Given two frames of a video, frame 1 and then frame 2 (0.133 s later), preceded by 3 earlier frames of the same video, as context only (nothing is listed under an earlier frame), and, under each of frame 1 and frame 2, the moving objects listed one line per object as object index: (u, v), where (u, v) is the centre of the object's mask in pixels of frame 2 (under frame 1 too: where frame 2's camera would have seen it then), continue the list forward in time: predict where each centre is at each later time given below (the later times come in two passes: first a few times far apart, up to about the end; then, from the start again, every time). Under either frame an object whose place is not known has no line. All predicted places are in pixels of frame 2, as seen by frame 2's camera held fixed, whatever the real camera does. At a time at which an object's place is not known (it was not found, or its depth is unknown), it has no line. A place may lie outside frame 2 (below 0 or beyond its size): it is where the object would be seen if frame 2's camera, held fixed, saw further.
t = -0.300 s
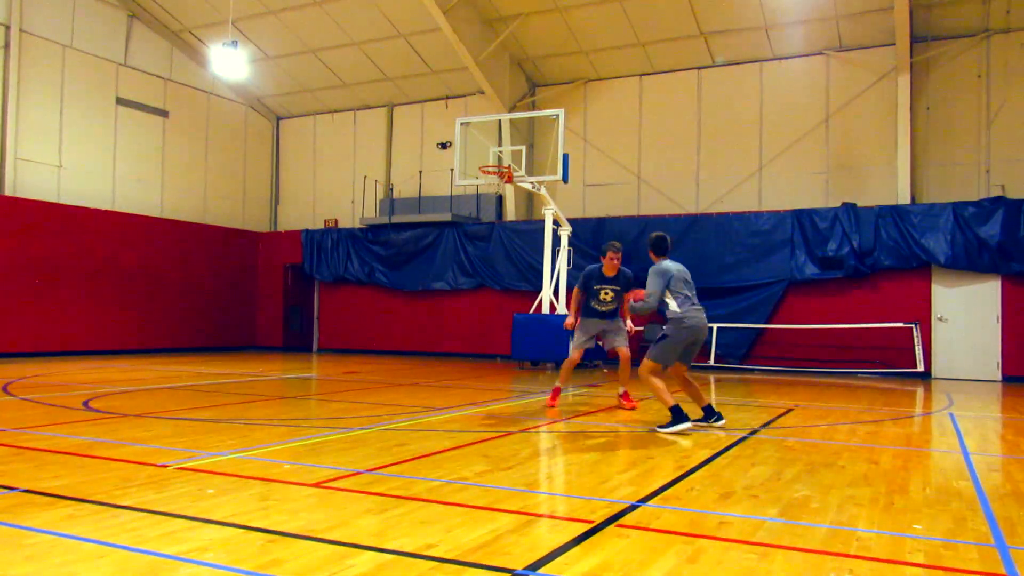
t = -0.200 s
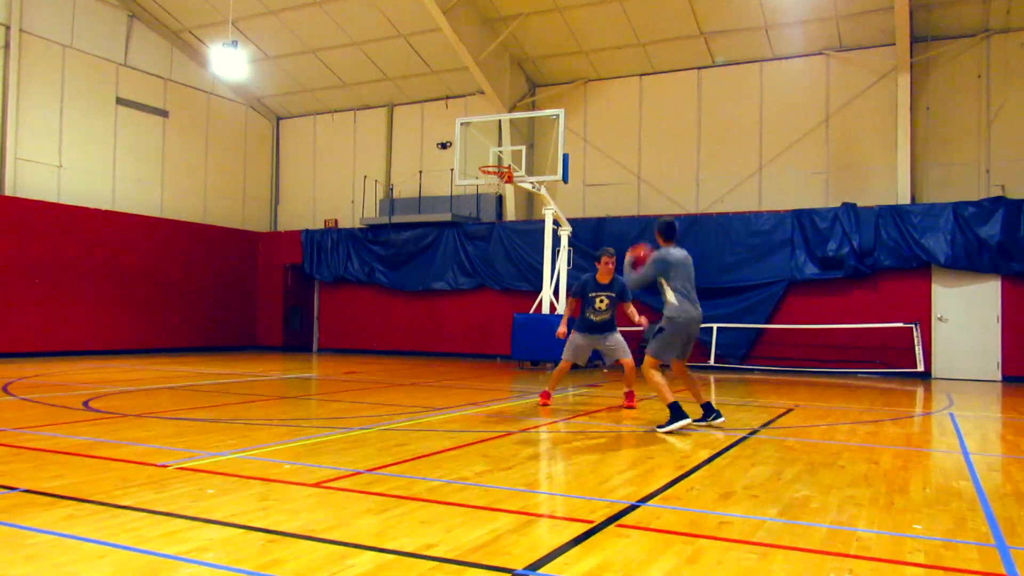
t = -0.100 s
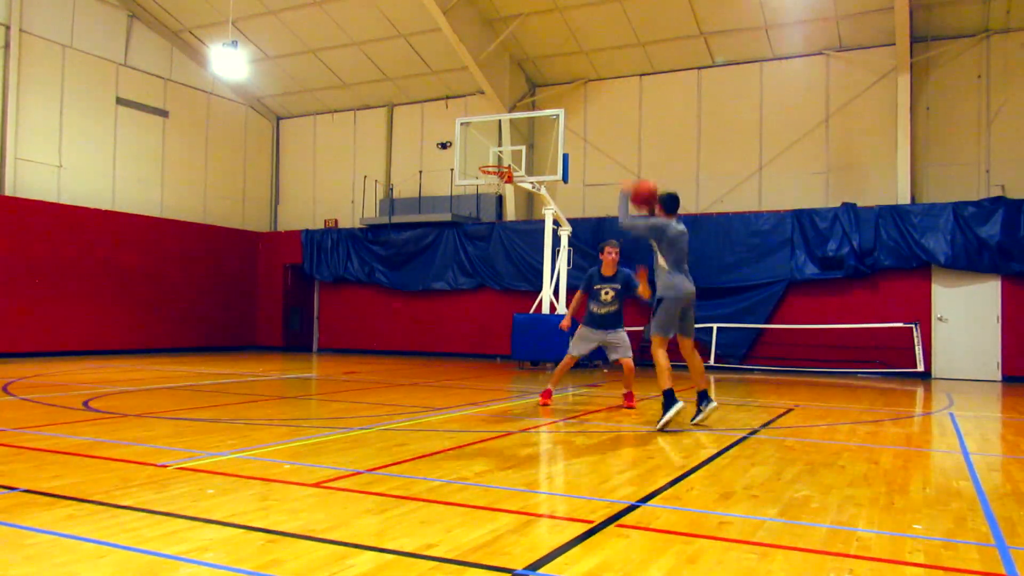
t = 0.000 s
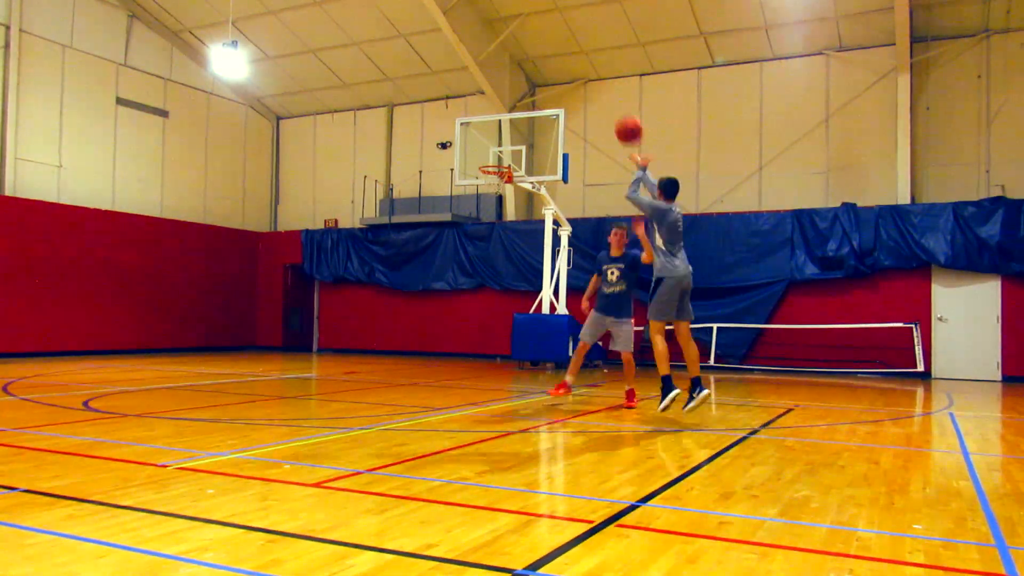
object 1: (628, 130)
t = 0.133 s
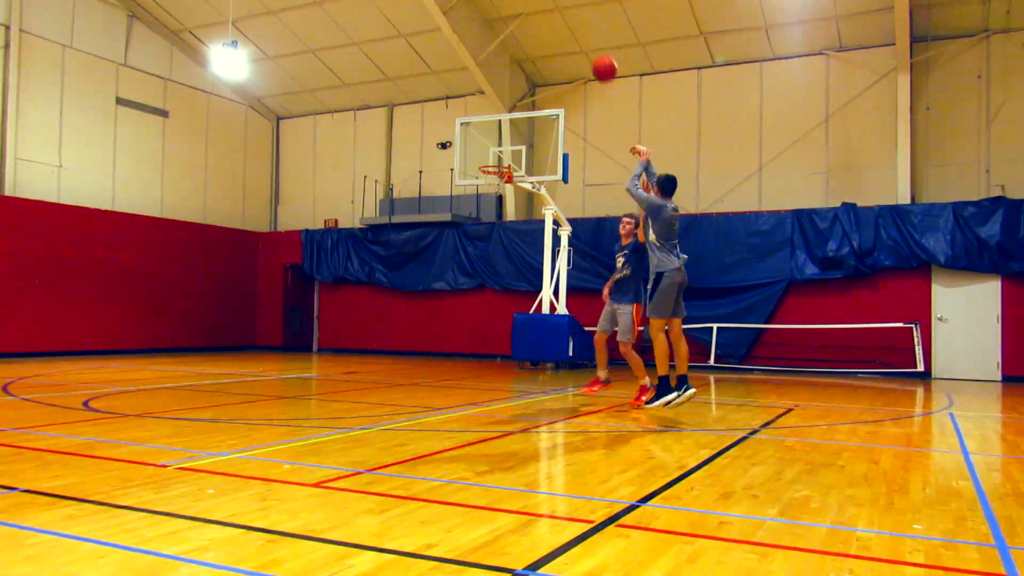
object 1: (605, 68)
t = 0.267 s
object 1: (584, 34)
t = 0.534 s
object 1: (550, 20)
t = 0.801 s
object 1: (522, 62)
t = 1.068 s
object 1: (498, 142)
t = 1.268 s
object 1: (492, 184)
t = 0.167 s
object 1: (599, 58)
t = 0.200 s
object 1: (593, 48)
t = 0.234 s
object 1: (588, 40)
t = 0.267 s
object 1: (584, 34)
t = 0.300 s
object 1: (579, 28)
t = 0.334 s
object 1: (574, 24)
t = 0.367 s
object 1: (570, 21)
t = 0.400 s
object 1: (565, 19)
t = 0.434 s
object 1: (561, 18)
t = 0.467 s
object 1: (557, 18)
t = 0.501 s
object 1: (553, 19)
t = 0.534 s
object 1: (550, 20)
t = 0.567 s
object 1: (546, 23)
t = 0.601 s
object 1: (542, 27)
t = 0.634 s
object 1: (538, 31)
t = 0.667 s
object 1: (535, 35)
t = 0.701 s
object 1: (531, 41)
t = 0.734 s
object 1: (529, 47)
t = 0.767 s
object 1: (525, 54)
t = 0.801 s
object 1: (522, 62)
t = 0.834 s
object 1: (519, 69)
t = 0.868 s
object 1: (516, 78)
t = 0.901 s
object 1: (512, 87)
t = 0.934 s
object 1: (510, 98)
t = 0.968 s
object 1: (506, 108)
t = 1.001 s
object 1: (503, 119)
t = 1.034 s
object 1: (501, 129)
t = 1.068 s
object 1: (498, 142)
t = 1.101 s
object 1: (495, 154)
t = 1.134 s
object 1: (492, 166)
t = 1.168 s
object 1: (490, 176)
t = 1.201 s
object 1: (490, 182)
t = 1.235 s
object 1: (491, 183)
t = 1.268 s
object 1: (492, 184)
